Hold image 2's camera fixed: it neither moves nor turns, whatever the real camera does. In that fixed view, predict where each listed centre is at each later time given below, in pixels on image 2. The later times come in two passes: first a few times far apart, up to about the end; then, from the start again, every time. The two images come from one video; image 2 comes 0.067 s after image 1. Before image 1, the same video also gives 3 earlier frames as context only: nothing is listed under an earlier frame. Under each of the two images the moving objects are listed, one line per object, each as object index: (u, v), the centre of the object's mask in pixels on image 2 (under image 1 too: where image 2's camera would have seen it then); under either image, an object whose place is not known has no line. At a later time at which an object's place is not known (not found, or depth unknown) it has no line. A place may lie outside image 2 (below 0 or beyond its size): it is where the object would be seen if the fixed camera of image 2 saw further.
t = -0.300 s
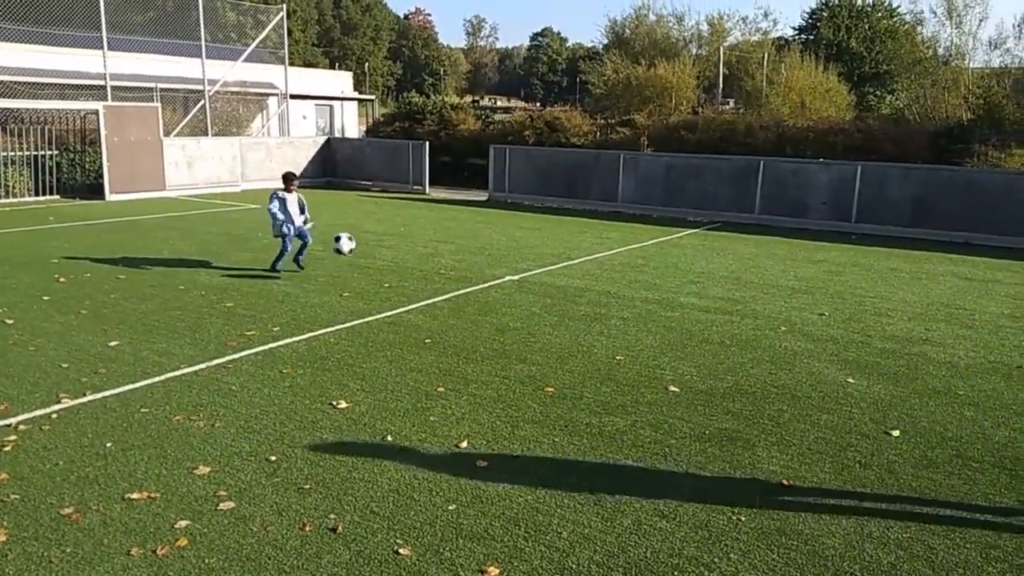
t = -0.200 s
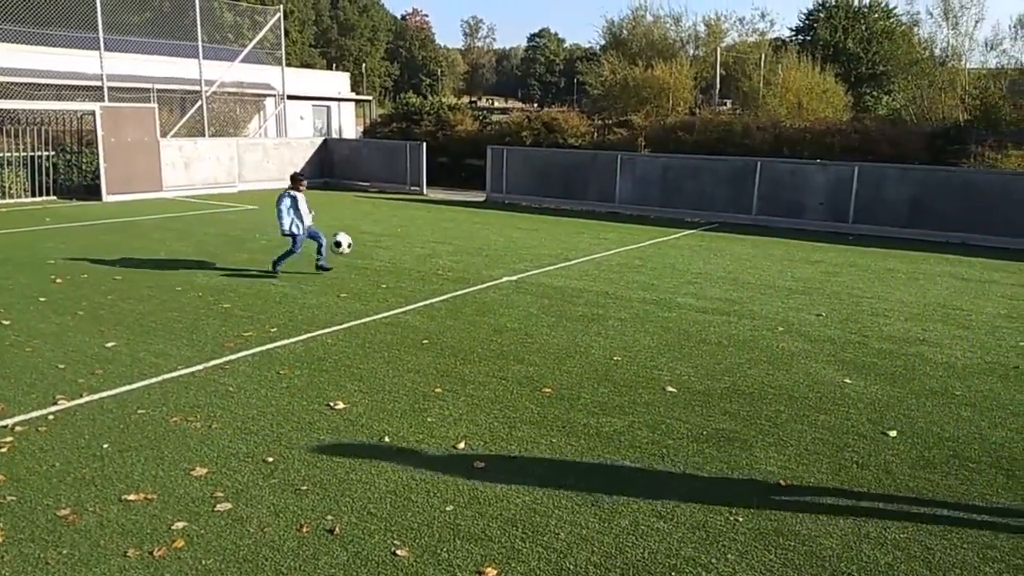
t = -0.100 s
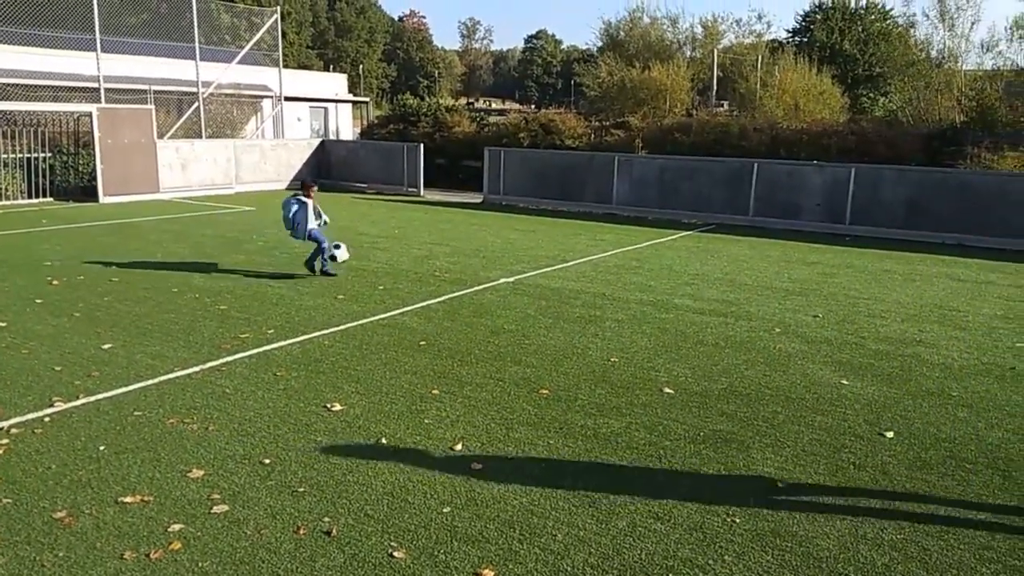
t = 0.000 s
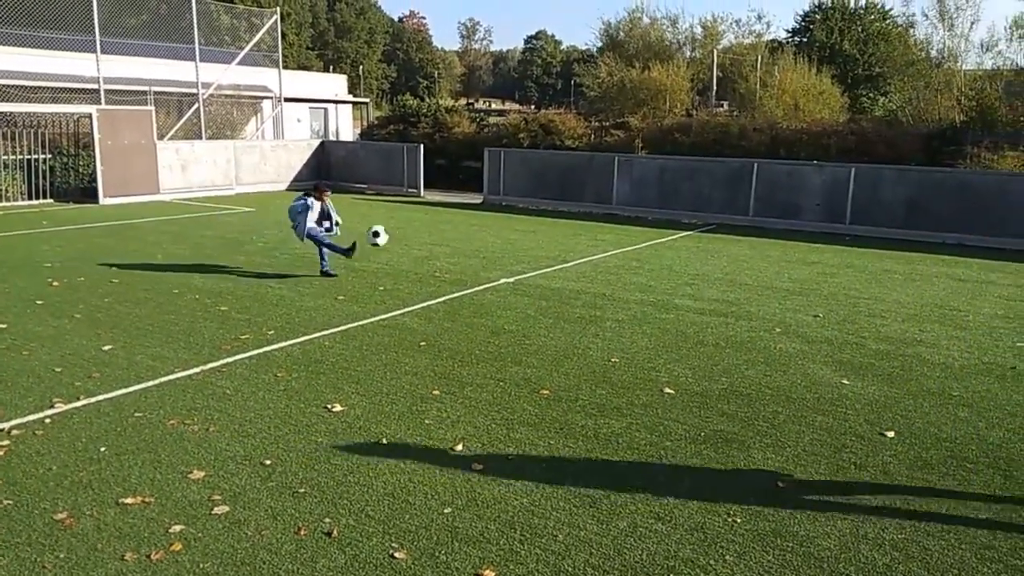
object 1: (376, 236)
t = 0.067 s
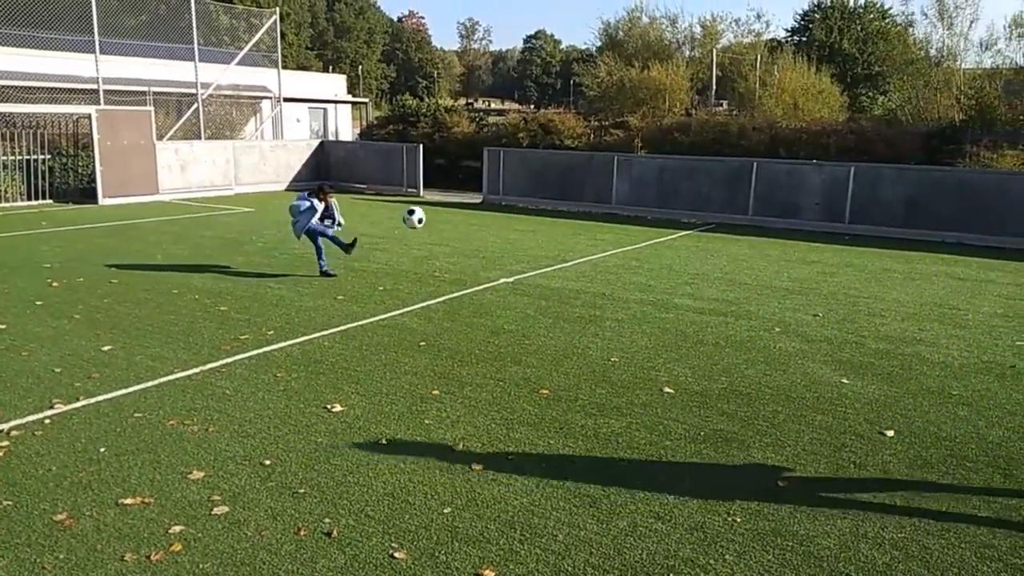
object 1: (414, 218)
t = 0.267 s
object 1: (527, 187)
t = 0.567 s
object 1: (697, 211)
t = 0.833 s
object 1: (837, 282)
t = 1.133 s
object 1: (924, 242)
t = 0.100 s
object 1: (433, 210)
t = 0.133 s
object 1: (451, 203)
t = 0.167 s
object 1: (471, 197)
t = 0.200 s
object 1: (489, 193)
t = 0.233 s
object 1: (508, 189)
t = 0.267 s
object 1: (527, 187)
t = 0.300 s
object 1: (546, 185)
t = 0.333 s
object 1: (565, 184)
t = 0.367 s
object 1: (584, 186)
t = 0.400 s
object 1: (604, 187)
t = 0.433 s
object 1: (622, 189)
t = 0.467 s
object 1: (641, 193)
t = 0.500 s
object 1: (660, 197)
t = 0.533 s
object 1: (678, 204)
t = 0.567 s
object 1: (697, 211)
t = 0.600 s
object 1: (716, 219)
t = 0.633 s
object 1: (735, 227)
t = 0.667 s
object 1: (753, 236)
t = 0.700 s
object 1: (771, 247)
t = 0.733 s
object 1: (789, 259)
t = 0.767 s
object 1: (807, 272)
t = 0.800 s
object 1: (824, 286)
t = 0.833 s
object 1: (837, 282)
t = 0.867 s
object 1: (847, 274)
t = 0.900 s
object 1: (857, 266)
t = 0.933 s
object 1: (867, 259)
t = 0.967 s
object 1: (877, 253)
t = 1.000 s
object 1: (887, 249)
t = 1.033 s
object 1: (896, 246)
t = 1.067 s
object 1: (906, 243)
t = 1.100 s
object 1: (915, 242)
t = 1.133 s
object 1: (924, 242)
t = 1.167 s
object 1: (934, 243)
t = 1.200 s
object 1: (942, 245)
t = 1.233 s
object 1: (951, 248)
